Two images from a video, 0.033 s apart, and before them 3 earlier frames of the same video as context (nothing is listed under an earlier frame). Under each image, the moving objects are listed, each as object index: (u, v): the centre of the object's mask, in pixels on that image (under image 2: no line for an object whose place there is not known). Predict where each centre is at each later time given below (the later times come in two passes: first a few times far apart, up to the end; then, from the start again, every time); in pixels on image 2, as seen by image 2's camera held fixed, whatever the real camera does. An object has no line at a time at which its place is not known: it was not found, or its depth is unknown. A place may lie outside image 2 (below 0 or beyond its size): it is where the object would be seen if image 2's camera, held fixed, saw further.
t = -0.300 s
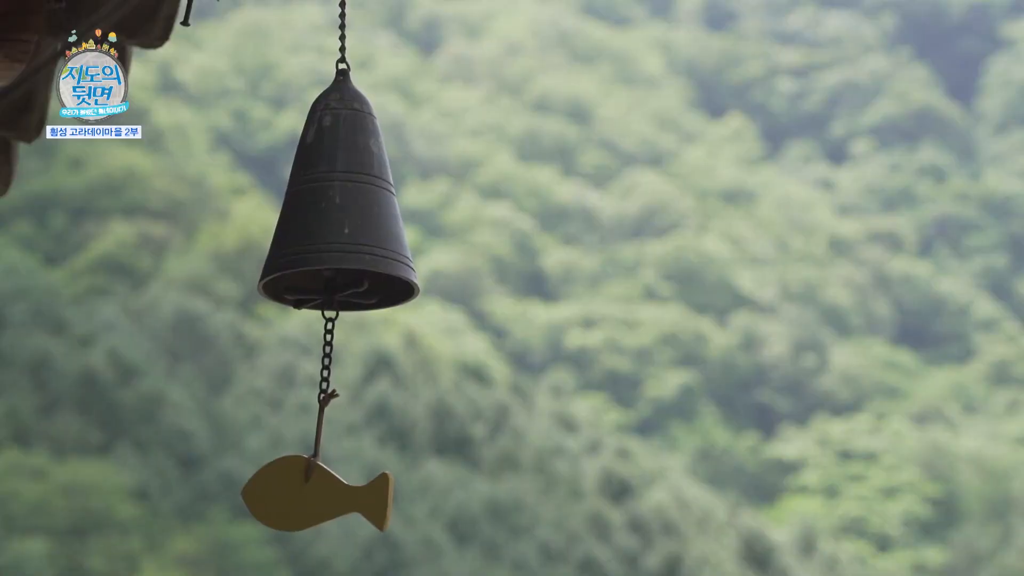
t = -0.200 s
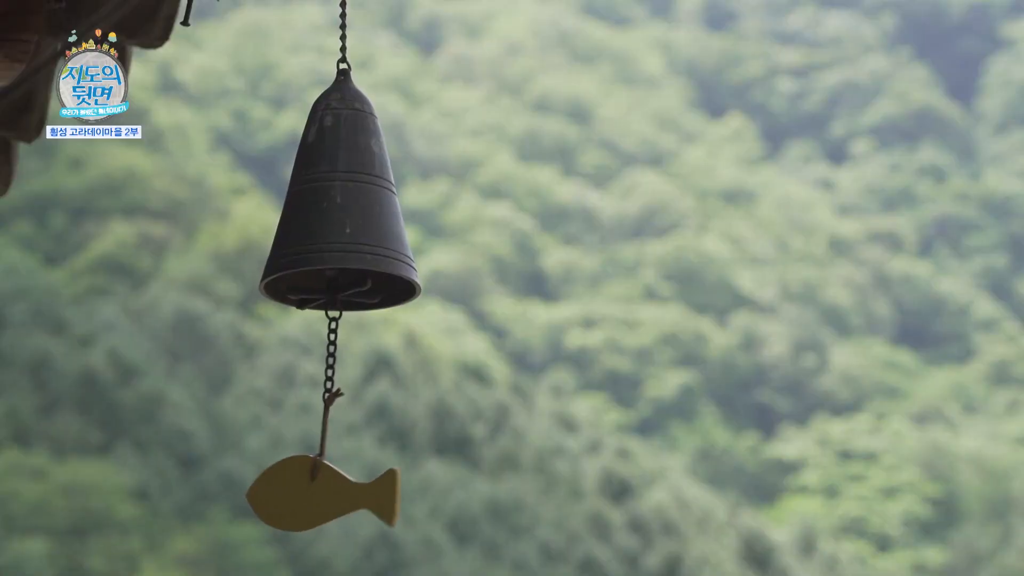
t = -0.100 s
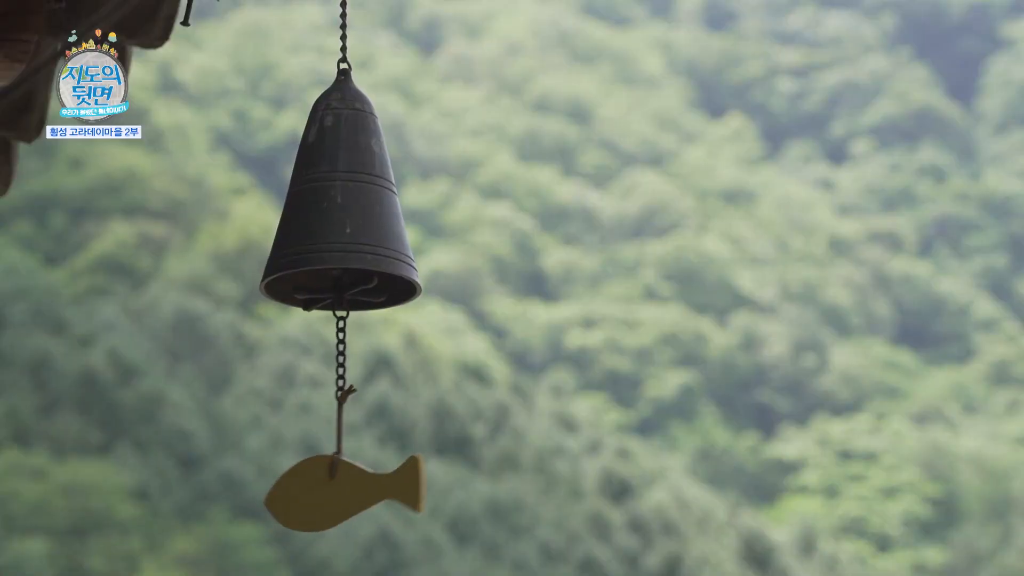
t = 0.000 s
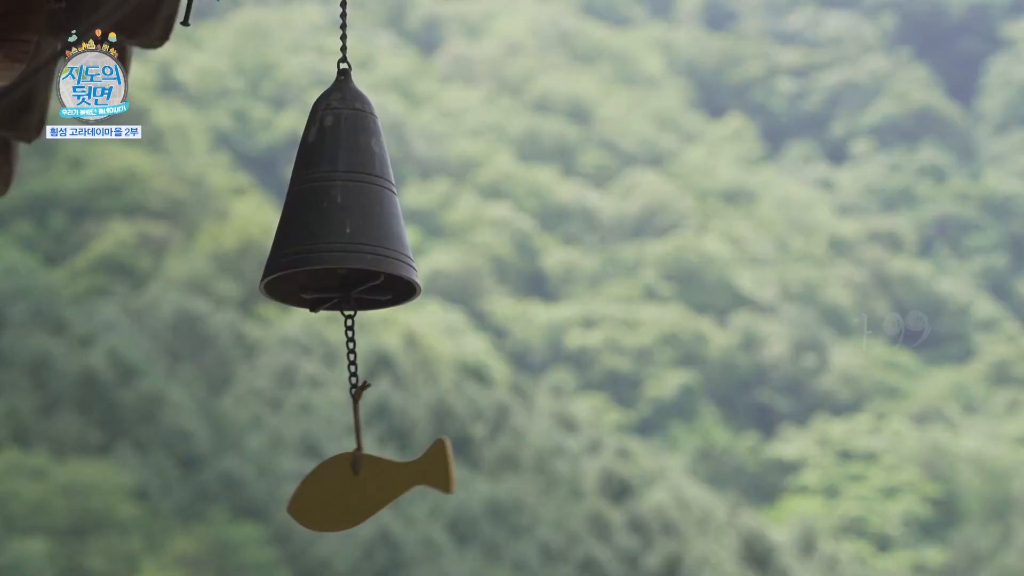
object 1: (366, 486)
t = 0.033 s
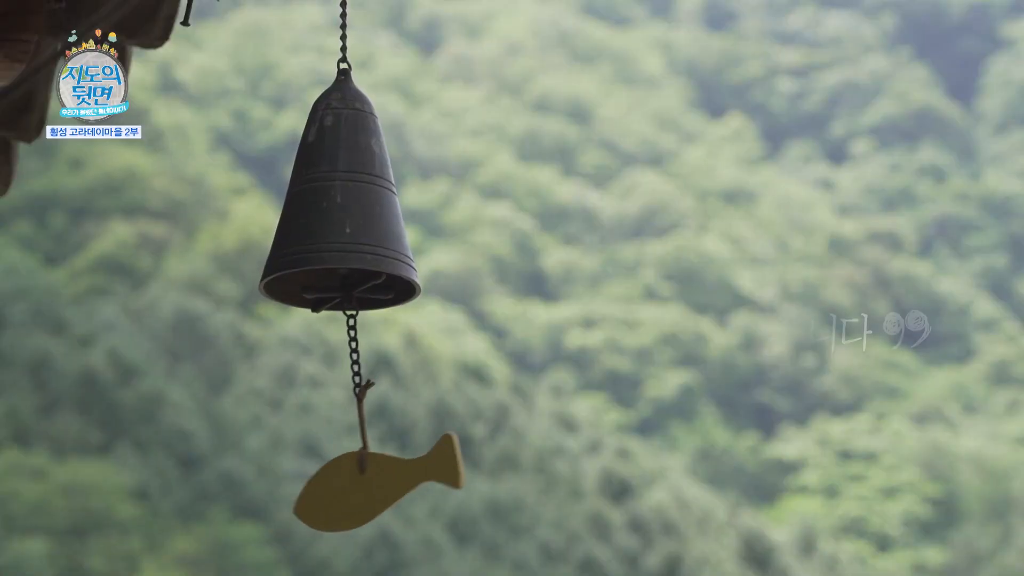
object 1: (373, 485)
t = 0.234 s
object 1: (374, 487)
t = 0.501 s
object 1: (313, 496)
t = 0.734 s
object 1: (332, 492)
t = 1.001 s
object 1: (381, 484)
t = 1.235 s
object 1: (341, 494)
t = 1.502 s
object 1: (324, 494)
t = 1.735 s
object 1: (367, 487)
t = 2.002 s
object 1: (348, 494)
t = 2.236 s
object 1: (323, 493)
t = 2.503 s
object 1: (366, 486)
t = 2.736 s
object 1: (359, 492)
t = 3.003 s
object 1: (314, 495)
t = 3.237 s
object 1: (352, 488)
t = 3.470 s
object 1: (379, 484)
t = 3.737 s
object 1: (318, 494)
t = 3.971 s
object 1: (321, 493)
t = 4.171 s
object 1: (371, 485)
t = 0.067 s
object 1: (378, 483)
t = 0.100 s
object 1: (382, 483)
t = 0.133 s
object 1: (383, 483)
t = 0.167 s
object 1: (382, 483)
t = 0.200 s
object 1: (379, 485)
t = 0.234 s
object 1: (374, 487)
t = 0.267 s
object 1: (367, 489)
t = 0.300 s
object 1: (359, 491)
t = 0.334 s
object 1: (350, 493)
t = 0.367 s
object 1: (341, 494)
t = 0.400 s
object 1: (332, 495)
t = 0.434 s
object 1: (325, 496)
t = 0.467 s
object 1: (317, 496)
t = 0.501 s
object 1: (313, 496)
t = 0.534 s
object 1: (310, 496)
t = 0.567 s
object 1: (309, 496)
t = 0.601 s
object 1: (310, 495)
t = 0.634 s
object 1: (313, 495)
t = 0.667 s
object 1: (317, 494)
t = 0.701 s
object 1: (324, 494)
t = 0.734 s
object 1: (332, 492)
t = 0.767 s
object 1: (341, 491)
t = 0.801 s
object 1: (349, 489)
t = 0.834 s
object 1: (358, 488)
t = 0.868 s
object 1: (366, 487)
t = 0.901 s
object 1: (373, 485)
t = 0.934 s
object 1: (378, 484)
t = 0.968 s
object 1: (380, 484)
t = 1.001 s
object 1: (381, 484)
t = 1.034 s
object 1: (380, 485)
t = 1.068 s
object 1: (377, 487)
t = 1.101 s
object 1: (371, 489)
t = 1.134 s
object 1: (364, 490)
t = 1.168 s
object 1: (357, 492)
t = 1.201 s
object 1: (348, 493)
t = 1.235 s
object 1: (341, 494)
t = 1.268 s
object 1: (334, 494)
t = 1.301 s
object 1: (327, 495)
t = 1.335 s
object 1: (322, 495)
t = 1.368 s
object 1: (319, 495)
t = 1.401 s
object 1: (317, 494)
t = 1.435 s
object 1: (318, 494)
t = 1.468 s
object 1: (320, 494)
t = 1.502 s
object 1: (324, 494)
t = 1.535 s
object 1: (330, 492)
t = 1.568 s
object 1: (337, 492)
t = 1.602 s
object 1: (343, 490)
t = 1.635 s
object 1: (350, 489)
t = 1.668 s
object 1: (356, 489)
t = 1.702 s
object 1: (362, 487)
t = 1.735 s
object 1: (367, 487)
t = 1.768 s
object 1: (370, 487)
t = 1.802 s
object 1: (371, 487)
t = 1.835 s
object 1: (370, 488)
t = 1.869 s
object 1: (368, 489)
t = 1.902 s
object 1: (364, 490)
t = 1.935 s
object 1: (359, 492)
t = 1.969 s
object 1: (354, 493)
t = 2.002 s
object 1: (348, 494)
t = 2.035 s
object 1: (341, 494)
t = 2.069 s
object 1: (336, 495)
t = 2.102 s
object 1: (330, 494)
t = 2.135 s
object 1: (326, 494)
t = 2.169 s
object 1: (323, 494)
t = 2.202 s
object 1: (322, 494)
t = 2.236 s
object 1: (323, 493)
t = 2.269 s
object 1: (325, 493)
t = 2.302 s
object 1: (329, 492)
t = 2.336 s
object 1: (334, 492)
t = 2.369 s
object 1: (340, 490)
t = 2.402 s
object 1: (347, 489)
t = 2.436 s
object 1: (353, 488)
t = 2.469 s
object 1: (360, 487)
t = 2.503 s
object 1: (366, 486)
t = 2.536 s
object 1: (370, 486)
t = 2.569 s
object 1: (373, 486)
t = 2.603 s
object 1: (373, 486)
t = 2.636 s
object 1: (373, 488)
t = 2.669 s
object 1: (369, 488)
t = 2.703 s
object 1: (365, 490)
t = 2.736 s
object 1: (359, 492)
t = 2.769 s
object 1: (353, 493)
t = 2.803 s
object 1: (345, 495)
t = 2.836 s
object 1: (337, 496)
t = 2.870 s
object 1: (330, 496)
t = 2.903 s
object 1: (324, 496)
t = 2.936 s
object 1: (319, 496)
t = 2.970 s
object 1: (316, 495)
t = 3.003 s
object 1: (314, 495)
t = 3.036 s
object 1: (315, 494)
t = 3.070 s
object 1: (318, 494)
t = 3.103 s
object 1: (322, 493)
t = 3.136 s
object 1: (328, 492)
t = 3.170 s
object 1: (335, 491)
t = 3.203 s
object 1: (344, 489)
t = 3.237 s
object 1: (352, 488)
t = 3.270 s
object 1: (360, 486)
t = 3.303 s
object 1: (368, 485)
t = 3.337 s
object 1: (374, 484)
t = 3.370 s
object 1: (378, 482)
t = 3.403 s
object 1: (380, 482)
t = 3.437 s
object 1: (380, 482)
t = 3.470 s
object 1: (379, 484)
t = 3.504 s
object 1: (375, 486)
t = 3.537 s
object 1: (369, 487)
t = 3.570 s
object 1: (361, 489)
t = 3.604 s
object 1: (352, 491)
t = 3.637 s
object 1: (344, 492)
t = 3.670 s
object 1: (335, 493)
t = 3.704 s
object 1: (326, 494)
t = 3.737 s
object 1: (318, 494)
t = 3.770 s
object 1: (313, 494)
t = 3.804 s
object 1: (309, 495)
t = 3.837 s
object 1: (307, 494)
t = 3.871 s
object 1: (308, 494)
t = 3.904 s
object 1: (310, 494)
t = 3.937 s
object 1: (314, 493)
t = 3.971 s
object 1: (321, 493)
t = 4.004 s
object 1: (330, 492)
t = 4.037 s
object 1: (338, 491)
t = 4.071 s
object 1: (347, 490)
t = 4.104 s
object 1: (356, 488)
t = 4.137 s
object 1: (364, 486)
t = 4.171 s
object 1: (371, 485)
